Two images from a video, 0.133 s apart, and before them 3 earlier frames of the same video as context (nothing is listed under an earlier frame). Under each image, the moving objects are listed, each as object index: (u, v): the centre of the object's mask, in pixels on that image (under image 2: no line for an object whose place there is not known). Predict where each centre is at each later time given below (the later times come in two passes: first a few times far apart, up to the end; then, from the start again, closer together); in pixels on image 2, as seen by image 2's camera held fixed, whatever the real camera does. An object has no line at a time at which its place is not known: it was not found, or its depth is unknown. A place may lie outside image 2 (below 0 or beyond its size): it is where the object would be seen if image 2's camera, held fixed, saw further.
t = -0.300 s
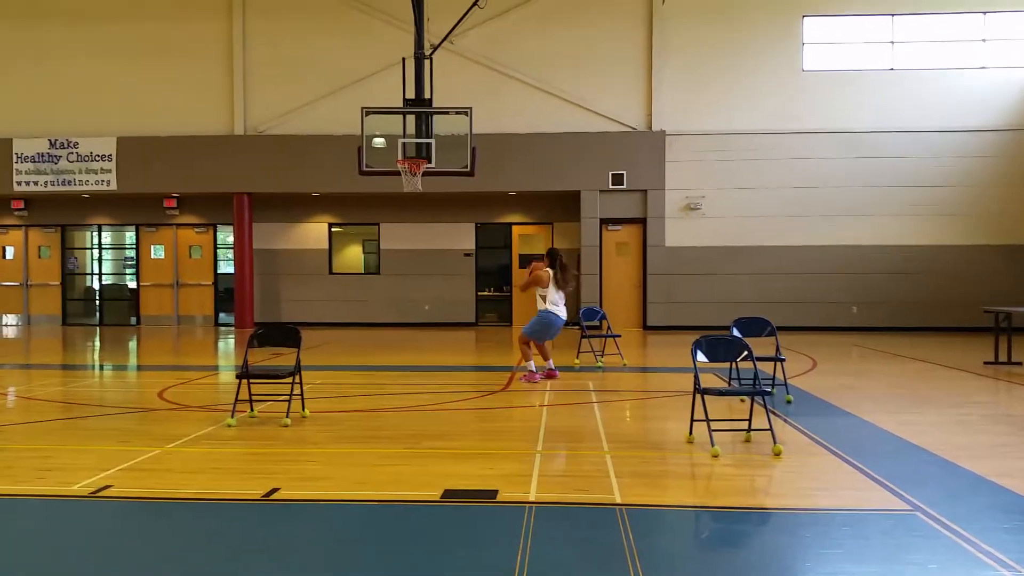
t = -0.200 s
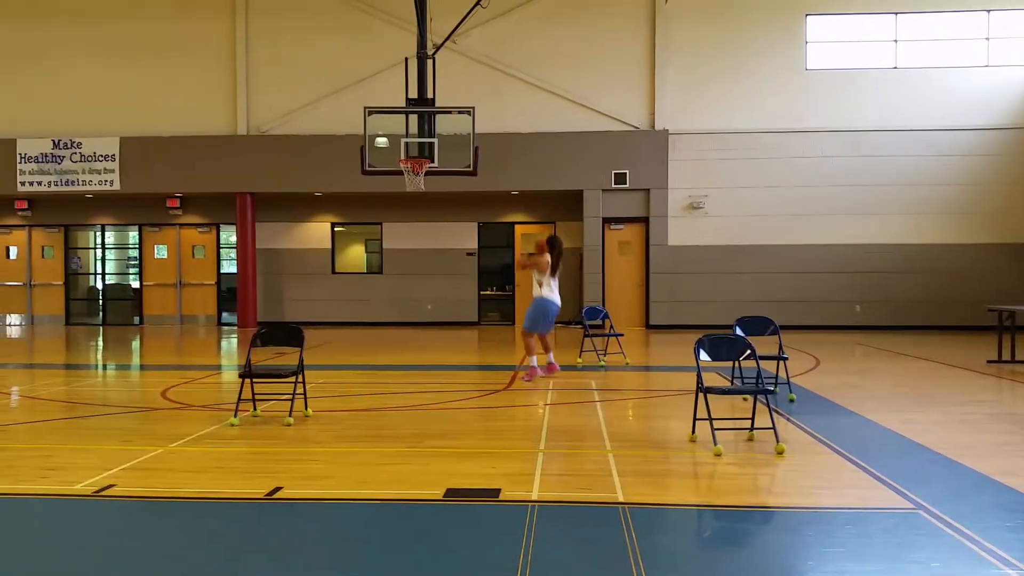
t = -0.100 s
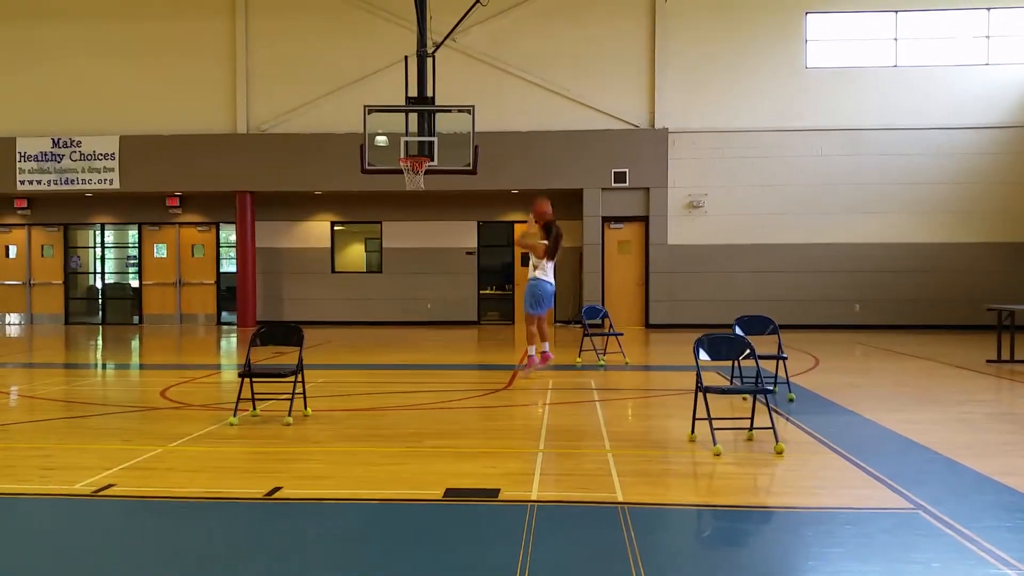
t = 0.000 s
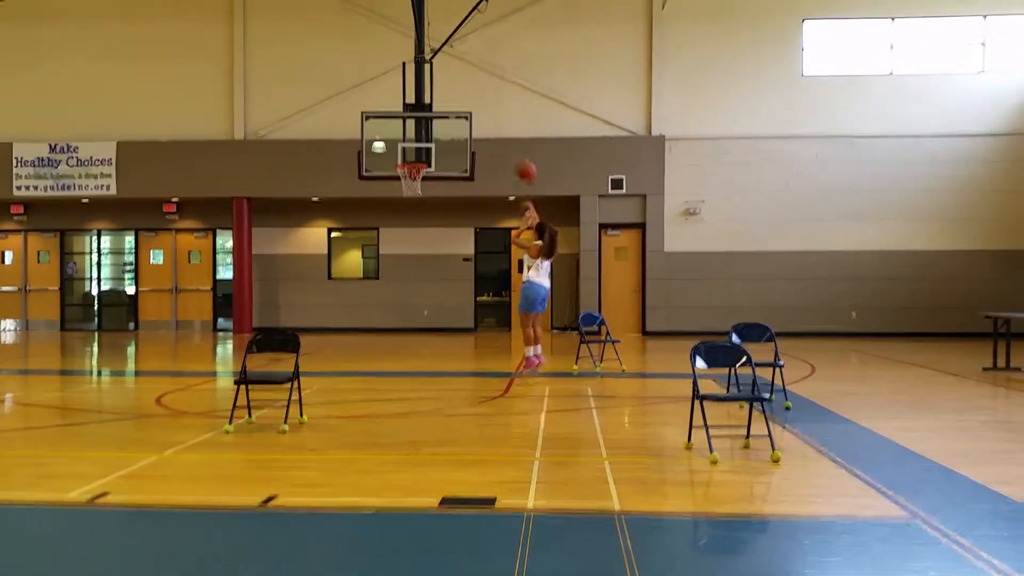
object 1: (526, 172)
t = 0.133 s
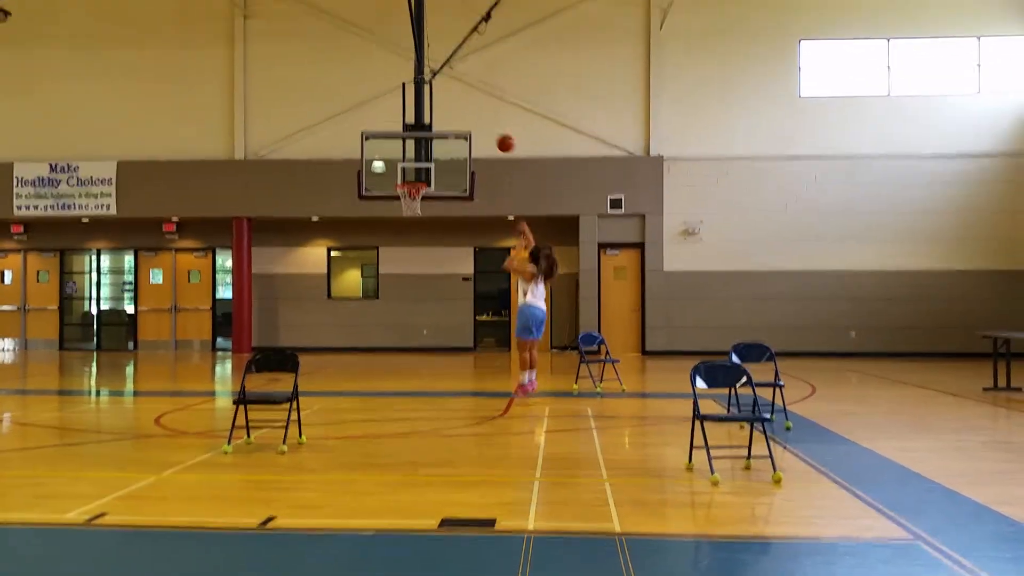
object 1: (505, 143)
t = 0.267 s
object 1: (488, 113)
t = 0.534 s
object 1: (456, 95)
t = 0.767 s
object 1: (433, 119)
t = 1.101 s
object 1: (404, 199)
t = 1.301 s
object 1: (404, 215)
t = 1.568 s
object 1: (407, 271)
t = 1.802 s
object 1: (408, 352)
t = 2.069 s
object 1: (417, 310)
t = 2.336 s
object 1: (427, 282)
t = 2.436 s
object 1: (430, 280)
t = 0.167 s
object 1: (501, 134)
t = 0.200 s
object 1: (496, 126)
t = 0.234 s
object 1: (492, 119)
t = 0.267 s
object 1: (488, 113)
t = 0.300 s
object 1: (483, 108)
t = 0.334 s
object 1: (479, 103)
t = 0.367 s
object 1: (475, 100)
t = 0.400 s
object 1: (471, 98)
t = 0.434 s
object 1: (467, 96)
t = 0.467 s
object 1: (464, 95)
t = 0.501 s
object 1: (460, 95)
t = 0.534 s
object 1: (456, 95)
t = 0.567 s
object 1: (453, 96)
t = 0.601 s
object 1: (449, 98)
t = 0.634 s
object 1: (446, 101)
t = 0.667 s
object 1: (443, 105)
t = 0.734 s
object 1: (436, 114)
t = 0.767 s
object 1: (433, 119)
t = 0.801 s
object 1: (428, 126)
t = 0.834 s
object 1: (426, 133)
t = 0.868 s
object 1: (423, 140)
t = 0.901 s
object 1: (420, 146)
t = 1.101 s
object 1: (404, 199)
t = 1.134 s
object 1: (404, 203)
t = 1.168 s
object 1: (403, 205)
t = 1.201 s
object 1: (403, 207)
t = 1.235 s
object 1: (404, 208)
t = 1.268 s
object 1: (403, 211)
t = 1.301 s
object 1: (404, 215)
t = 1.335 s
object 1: (407, 218)
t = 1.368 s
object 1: (407, 225)
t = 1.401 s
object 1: (407, 231)
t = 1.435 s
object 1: (406, 238)
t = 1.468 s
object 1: (406, 245)
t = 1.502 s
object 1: (406, 253)
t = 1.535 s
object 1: (406, 262)
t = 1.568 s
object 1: (407, 271)
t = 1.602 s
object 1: (406, 280)
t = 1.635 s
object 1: (407, 291)
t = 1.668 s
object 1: (407, 302)
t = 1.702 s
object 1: (407, 314)
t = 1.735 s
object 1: (408, 325)
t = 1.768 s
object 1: (408, 339)
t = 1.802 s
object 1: (408, 352)
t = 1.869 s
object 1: (409, 359)
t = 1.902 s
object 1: (411, 349)
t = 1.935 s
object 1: (412, 339)
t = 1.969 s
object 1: (413, 332)
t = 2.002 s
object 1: (415, 324)
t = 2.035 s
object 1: (416, 317)
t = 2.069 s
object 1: (417, 310)
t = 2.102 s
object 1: (418, 305)
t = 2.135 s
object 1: (419, 299)
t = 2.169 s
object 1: (420, 295)
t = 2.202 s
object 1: (421, 291)
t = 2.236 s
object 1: (422, 287)
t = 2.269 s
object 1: (424, 285)
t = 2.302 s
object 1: (425, 283)
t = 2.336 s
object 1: (427, 282)
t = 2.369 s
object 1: (428, 281)
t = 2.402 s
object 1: (429, 281)
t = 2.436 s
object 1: (430, 280)
